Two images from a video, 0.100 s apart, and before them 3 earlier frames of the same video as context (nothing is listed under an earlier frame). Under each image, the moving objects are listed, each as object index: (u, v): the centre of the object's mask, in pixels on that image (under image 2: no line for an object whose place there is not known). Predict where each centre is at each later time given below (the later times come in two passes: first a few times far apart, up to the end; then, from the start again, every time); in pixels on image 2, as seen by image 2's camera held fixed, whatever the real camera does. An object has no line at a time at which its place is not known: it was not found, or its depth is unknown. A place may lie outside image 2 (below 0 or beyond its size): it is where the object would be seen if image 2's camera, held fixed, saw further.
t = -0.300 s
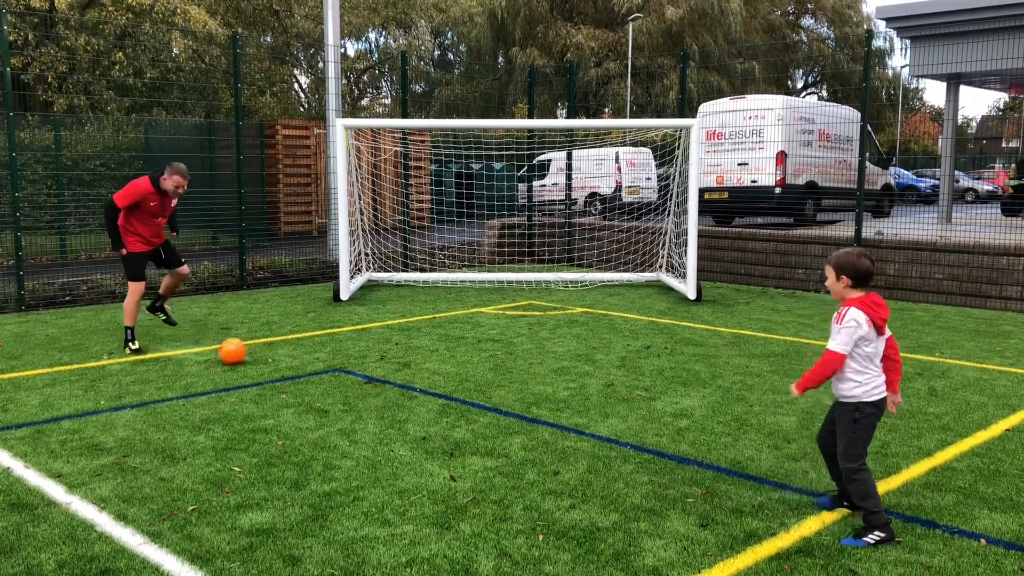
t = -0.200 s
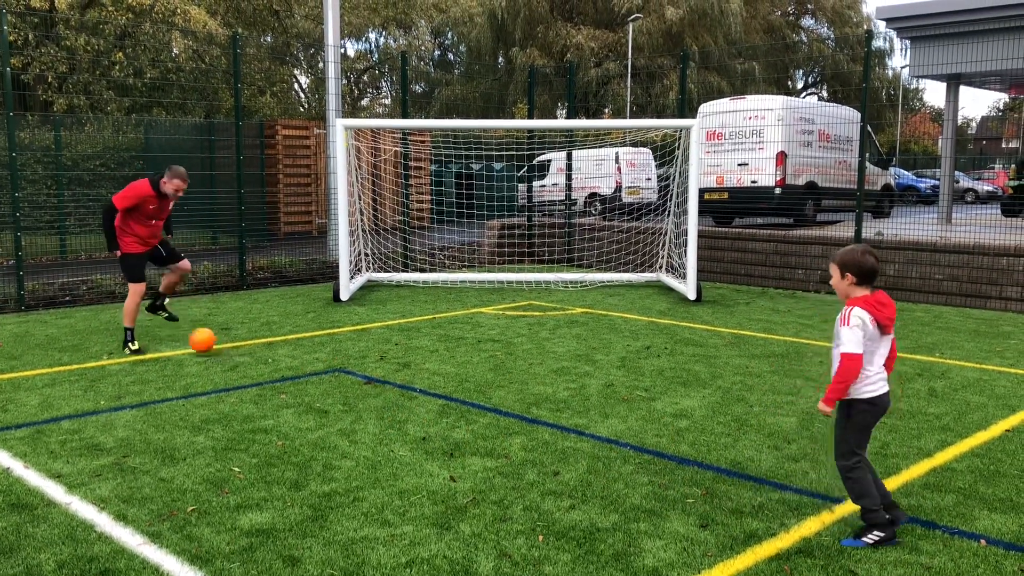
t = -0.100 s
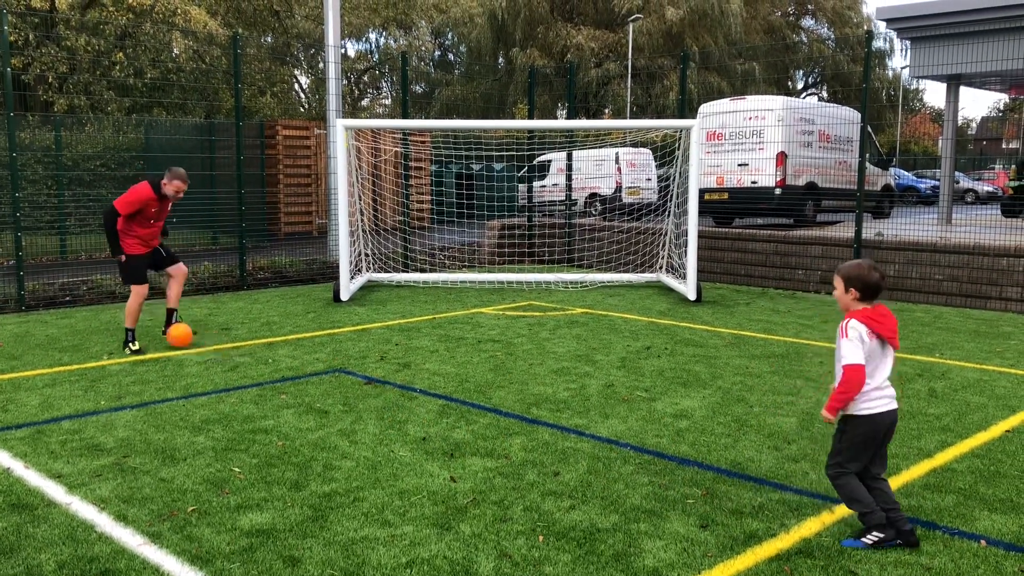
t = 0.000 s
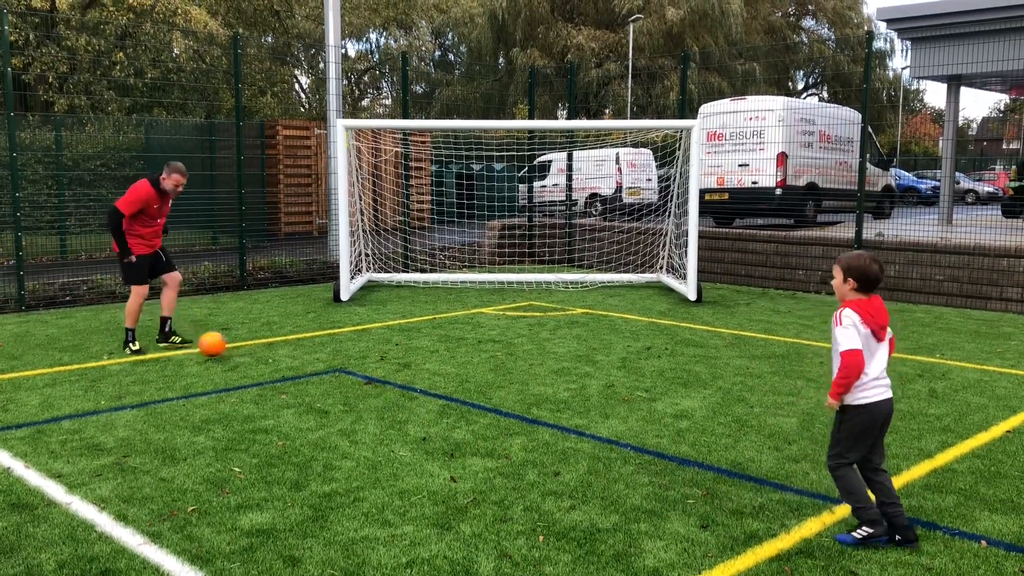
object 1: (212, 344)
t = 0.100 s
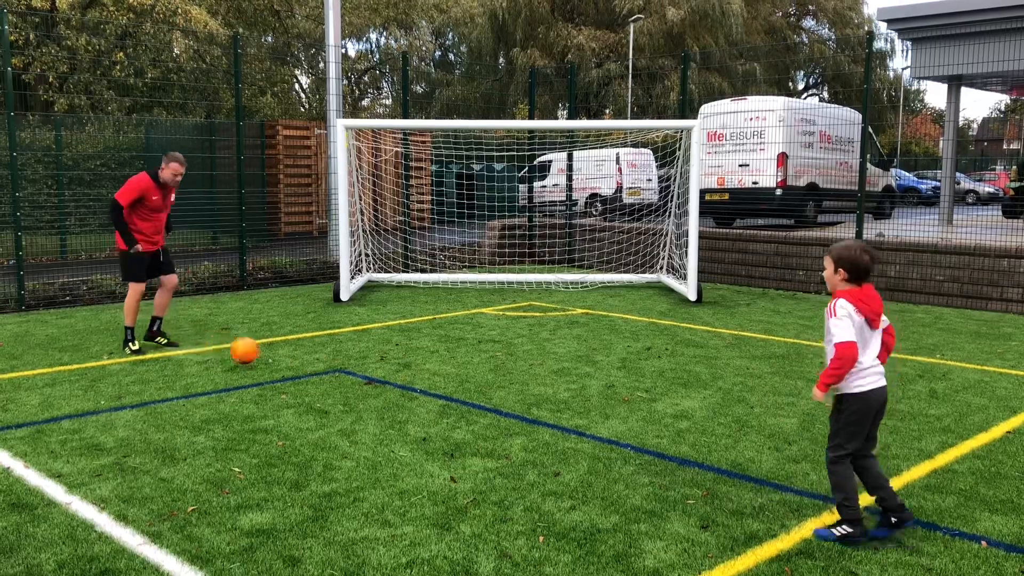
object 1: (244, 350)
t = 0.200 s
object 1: (282, 371)
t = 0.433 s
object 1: (361, 394)
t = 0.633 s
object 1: (424, 416)
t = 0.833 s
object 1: (481, 435)
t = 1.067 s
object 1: (553, 459)
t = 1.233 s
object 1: (607, 478)
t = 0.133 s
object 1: (257, 356)
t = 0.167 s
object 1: (269, 363)
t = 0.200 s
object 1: (282, 371)
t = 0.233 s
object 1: (293, 373)
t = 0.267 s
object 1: (304, 374)
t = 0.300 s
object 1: (315, 377)
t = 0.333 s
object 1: (326, 381)
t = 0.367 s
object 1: (339, 386)
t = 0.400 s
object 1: (351, 392)
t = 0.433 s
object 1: (361, 394)
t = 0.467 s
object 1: (370, 395)
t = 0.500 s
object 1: (381, 396)
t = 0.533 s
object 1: (391, 399)
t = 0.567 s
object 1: (401, 405)
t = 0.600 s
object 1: (413, 411)
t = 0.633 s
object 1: (424, 416)
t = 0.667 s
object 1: (433, 418)
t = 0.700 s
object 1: (443, 419)
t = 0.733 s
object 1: (452, 422)
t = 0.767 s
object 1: (461, 425)
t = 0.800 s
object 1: (471, 431)
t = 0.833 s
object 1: (481, 435)
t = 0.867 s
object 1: (492, 439)
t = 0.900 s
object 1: (502, 442)
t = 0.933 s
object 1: (512, 445)
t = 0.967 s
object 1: (522, 447)
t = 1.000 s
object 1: (532, 450)
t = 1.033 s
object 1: (542, 454)
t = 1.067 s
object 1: (553, 459)
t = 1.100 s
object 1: (563, 463)
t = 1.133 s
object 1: (574, 467)
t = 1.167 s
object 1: (586, 471)
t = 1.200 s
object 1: (596, 475)
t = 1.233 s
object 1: (607, 478)
